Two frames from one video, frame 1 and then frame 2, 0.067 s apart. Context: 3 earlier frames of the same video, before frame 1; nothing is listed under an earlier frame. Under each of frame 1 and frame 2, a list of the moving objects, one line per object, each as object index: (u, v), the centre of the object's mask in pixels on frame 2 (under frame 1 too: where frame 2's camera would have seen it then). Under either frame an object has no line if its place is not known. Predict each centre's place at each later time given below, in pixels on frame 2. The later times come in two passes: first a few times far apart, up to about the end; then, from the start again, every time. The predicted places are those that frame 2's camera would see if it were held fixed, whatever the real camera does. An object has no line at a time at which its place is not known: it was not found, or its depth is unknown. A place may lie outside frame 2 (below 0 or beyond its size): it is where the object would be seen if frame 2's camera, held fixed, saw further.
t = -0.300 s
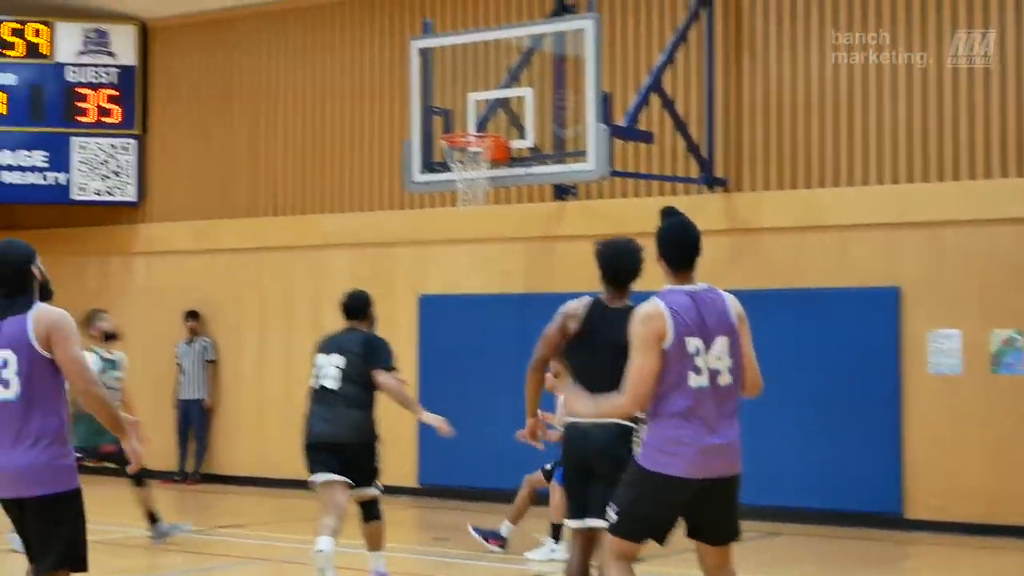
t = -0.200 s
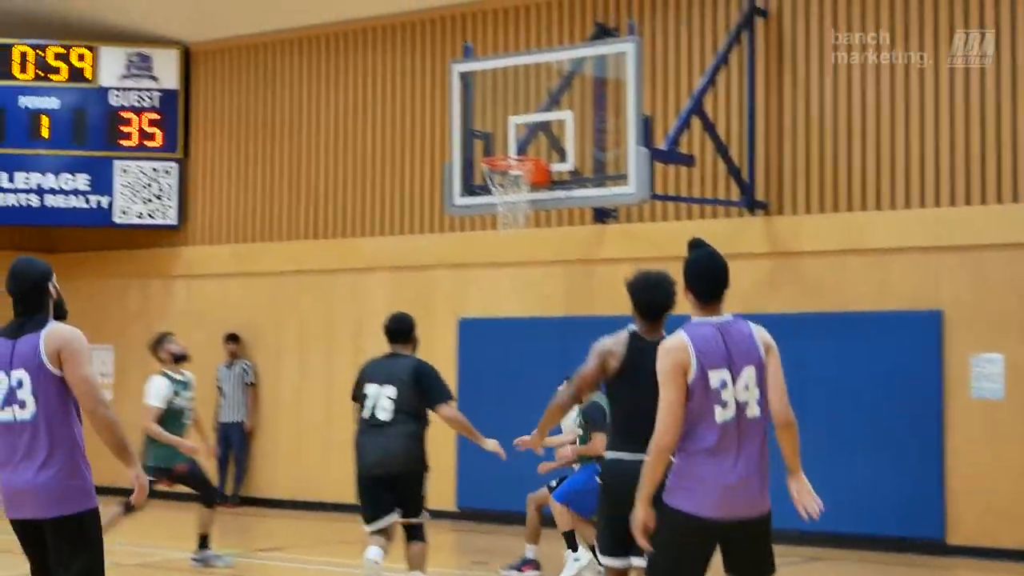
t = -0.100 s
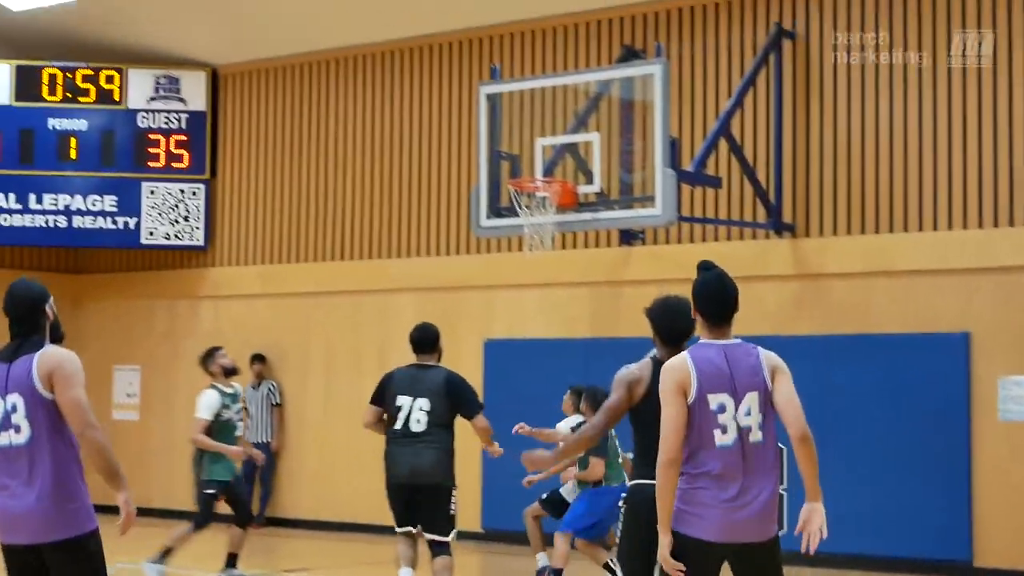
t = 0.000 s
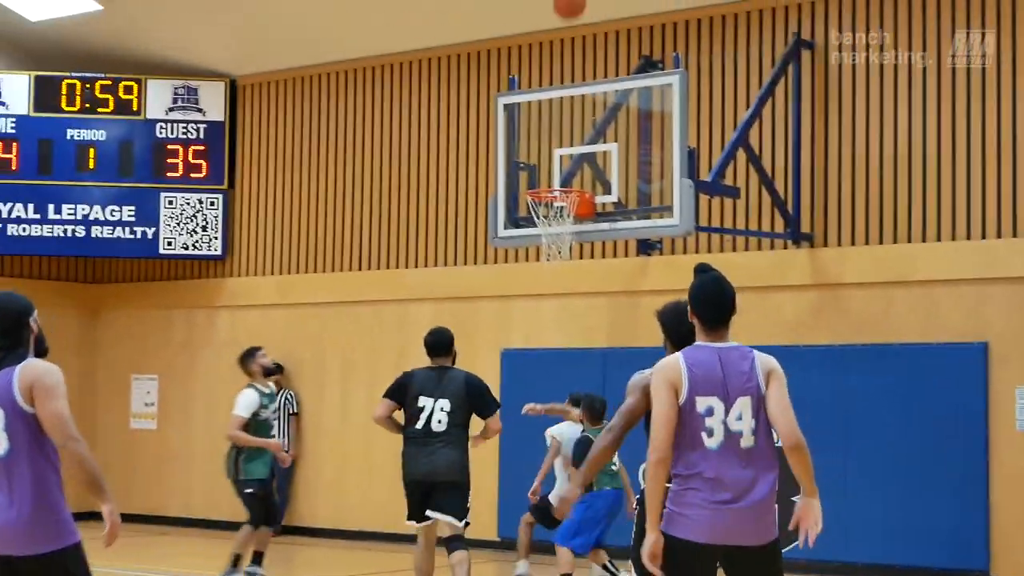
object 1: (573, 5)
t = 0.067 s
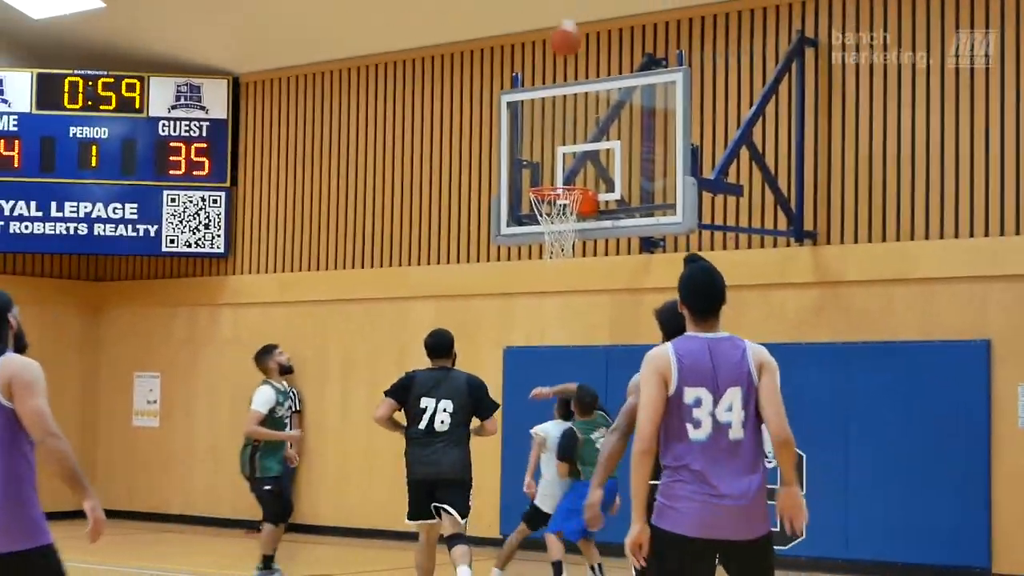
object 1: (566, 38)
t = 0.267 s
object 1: (544, 176)
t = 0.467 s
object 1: (503, 113)
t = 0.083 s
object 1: (564, 48)
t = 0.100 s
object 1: (562, 59)
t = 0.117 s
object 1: (560, 71)
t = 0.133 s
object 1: (558, 81)
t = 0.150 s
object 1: (556, 94)
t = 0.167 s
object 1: (555, 108)
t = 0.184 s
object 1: (554, 117)
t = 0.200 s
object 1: (552, 128)
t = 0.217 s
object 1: (549, 141)
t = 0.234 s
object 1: (548, 154)
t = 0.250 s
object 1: (546, 167)
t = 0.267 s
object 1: (544, 176)
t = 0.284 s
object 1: (544, 174)
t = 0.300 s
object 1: (542, 167)
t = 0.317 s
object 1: (542, 160)
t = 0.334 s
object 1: (541, 154)
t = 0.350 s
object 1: (538, 147)
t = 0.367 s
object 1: (532, 141)
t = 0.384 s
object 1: (528, 135)
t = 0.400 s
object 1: (522, 130)
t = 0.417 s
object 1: (519, 125)
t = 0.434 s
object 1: (514, 121)
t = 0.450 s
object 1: (509, 116)
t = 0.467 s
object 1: (503, 113)
